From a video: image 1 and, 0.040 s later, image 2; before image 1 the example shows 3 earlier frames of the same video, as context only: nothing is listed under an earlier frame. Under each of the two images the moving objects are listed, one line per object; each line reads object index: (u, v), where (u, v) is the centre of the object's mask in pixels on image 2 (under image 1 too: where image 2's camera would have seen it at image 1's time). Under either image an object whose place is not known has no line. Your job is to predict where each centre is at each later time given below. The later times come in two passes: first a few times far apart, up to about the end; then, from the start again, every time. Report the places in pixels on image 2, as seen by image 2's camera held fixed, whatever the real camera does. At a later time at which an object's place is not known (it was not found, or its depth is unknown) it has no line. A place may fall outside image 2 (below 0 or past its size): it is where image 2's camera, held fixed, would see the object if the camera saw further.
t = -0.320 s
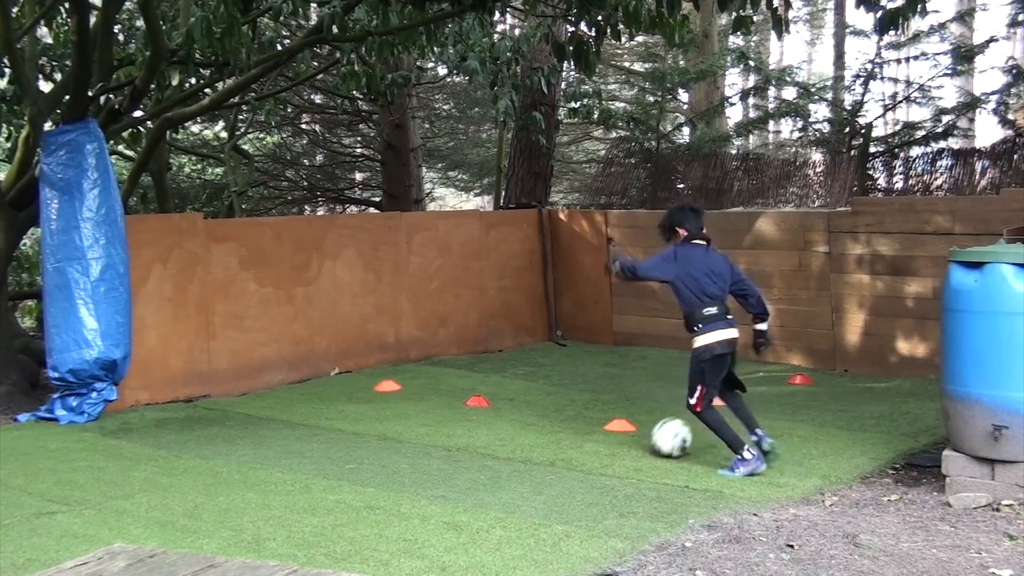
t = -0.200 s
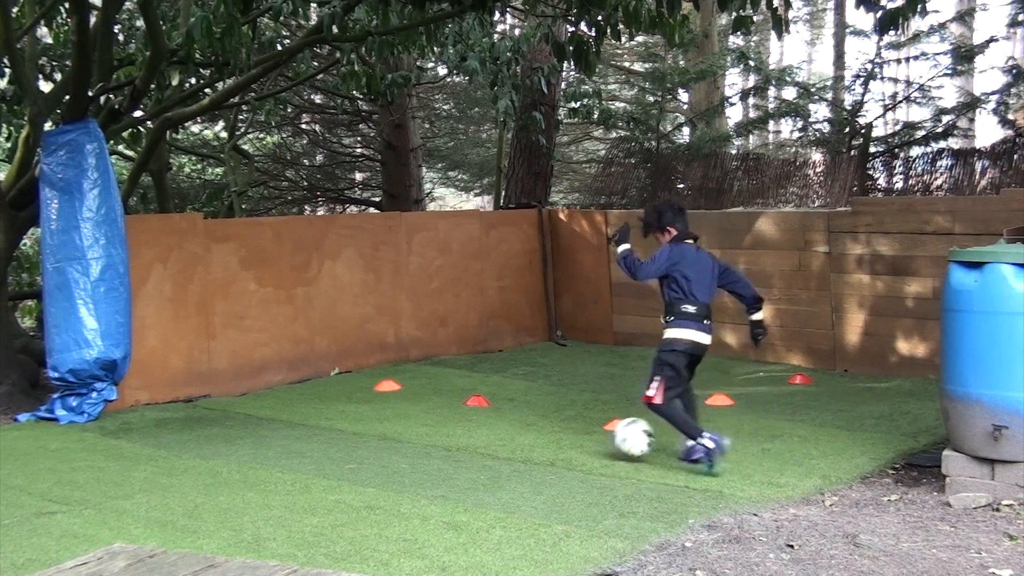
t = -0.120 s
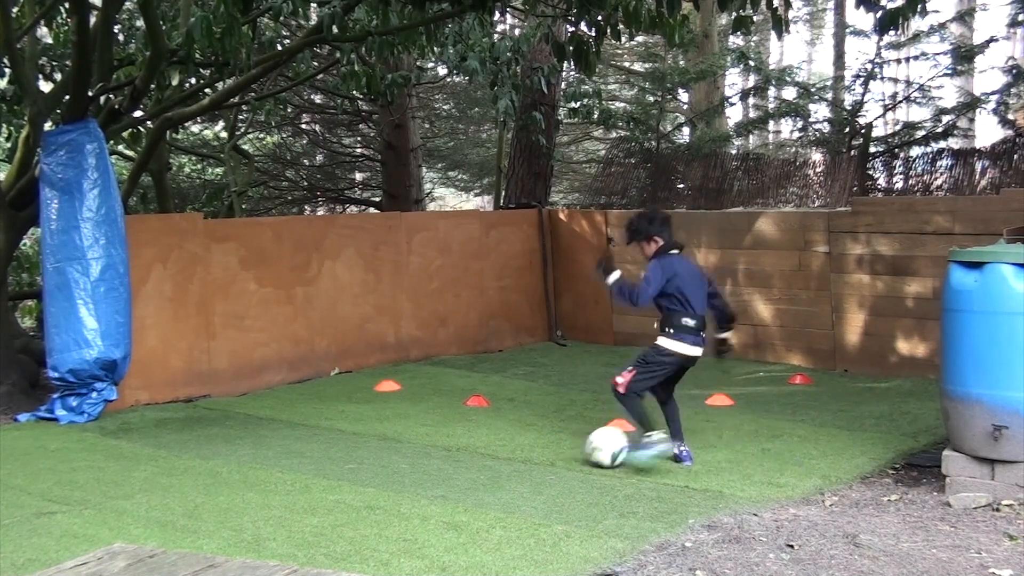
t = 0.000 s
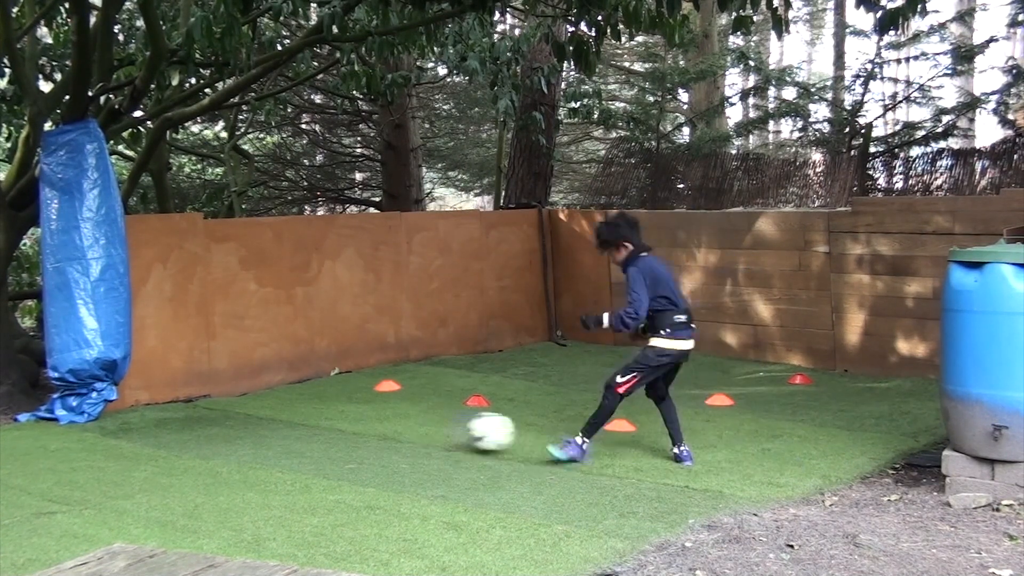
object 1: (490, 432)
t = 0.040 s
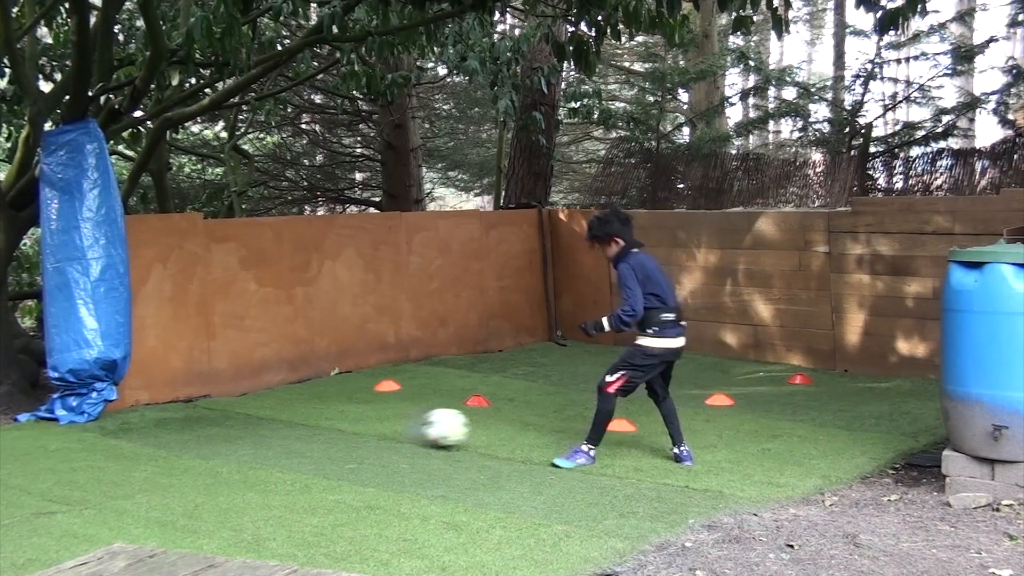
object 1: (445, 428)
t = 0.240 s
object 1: (268, 397)
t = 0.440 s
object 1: (150, 387)
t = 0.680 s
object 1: (224, 405)
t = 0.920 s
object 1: (281, 417)
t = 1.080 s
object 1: (315, 424)
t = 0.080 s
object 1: (401, 426)
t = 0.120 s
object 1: (365, 418)
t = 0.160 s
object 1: (332, 408)
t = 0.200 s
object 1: (299, 401)
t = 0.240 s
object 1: (268, 397)
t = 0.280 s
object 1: (238, 397)
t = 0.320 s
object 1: (209, 399)
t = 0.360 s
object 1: (183, 394)
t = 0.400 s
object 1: (160, 389)
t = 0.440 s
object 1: (150, 387)
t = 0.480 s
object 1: (163, 388)
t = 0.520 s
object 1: (176, 392)
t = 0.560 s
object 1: (190, 398)
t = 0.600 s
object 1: (202, 402)
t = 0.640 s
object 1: (213, 403)
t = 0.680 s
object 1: (224, 405)
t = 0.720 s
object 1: (236, 410)
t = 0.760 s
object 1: (246, 411)
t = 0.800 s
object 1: (254, 411)
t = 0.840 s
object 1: (264, 413)
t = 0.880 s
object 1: (274, 418)
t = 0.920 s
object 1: (281, 417)
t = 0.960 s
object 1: (290, 419)
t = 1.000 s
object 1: (298, 422)
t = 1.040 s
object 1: (307, 422)
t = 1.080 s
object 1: (315, 424)
